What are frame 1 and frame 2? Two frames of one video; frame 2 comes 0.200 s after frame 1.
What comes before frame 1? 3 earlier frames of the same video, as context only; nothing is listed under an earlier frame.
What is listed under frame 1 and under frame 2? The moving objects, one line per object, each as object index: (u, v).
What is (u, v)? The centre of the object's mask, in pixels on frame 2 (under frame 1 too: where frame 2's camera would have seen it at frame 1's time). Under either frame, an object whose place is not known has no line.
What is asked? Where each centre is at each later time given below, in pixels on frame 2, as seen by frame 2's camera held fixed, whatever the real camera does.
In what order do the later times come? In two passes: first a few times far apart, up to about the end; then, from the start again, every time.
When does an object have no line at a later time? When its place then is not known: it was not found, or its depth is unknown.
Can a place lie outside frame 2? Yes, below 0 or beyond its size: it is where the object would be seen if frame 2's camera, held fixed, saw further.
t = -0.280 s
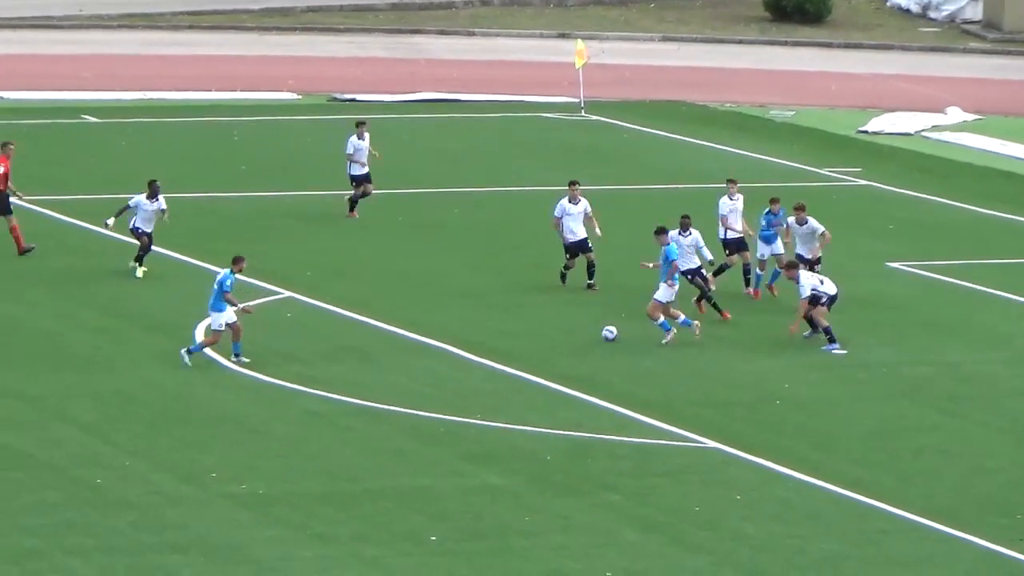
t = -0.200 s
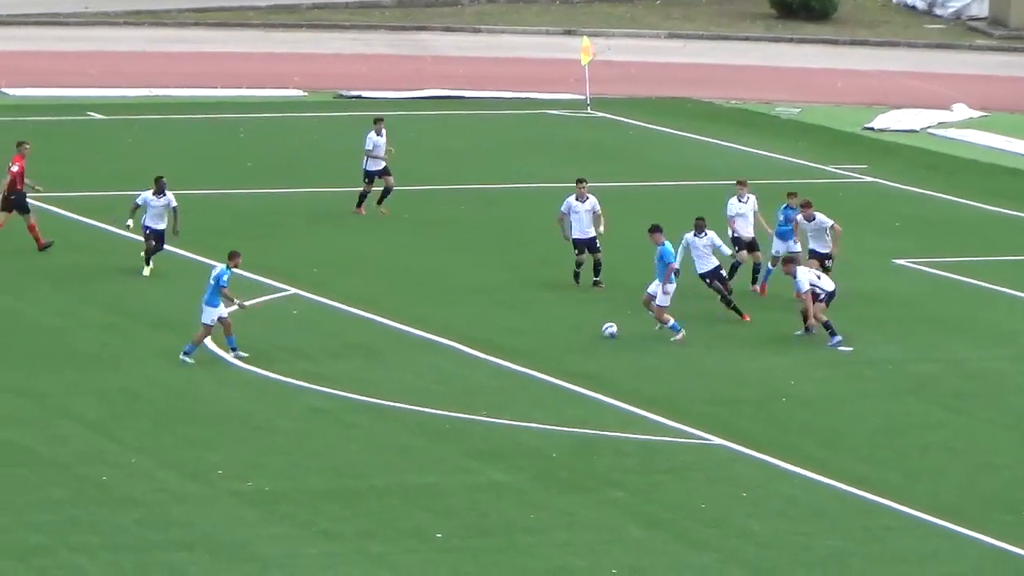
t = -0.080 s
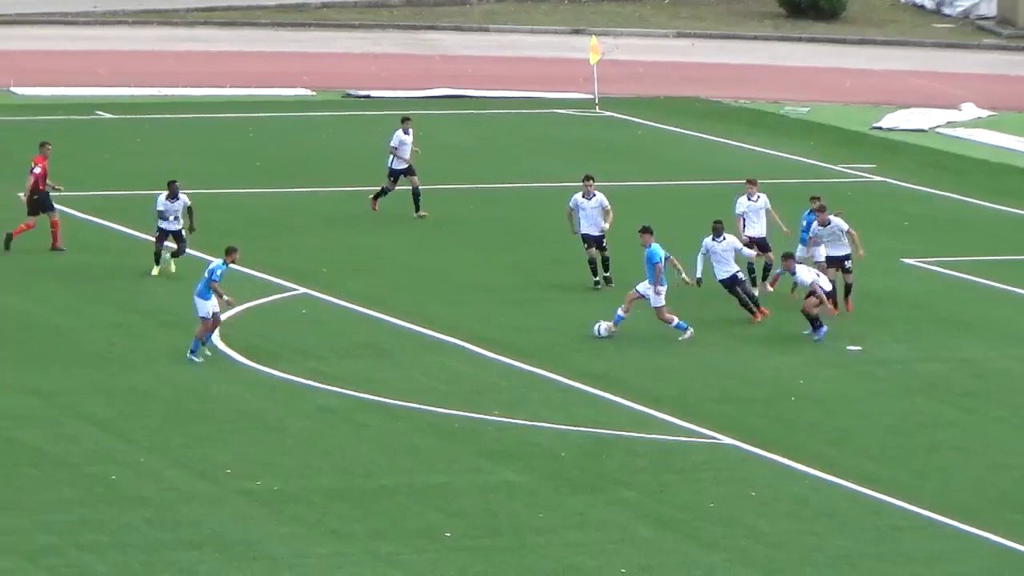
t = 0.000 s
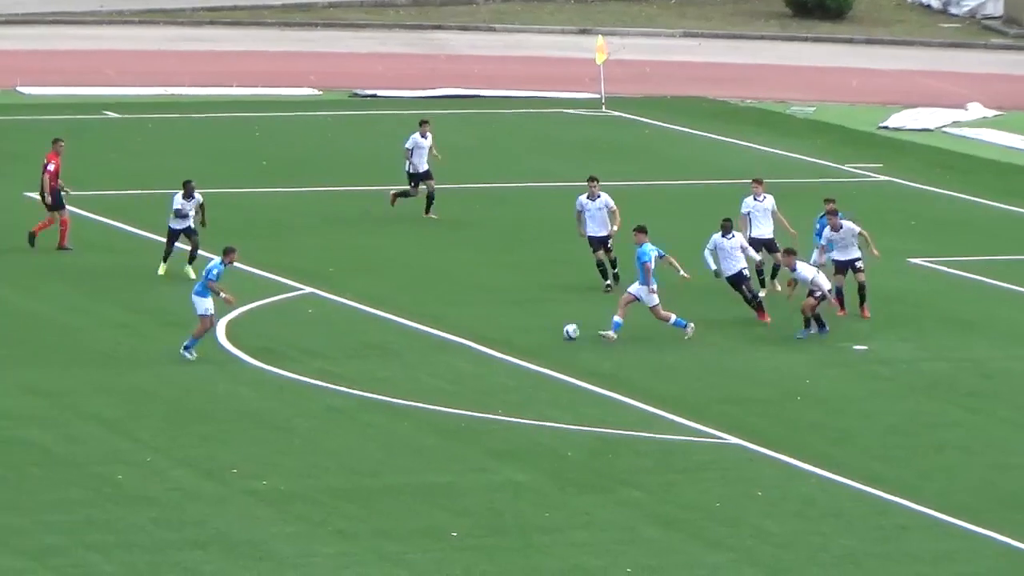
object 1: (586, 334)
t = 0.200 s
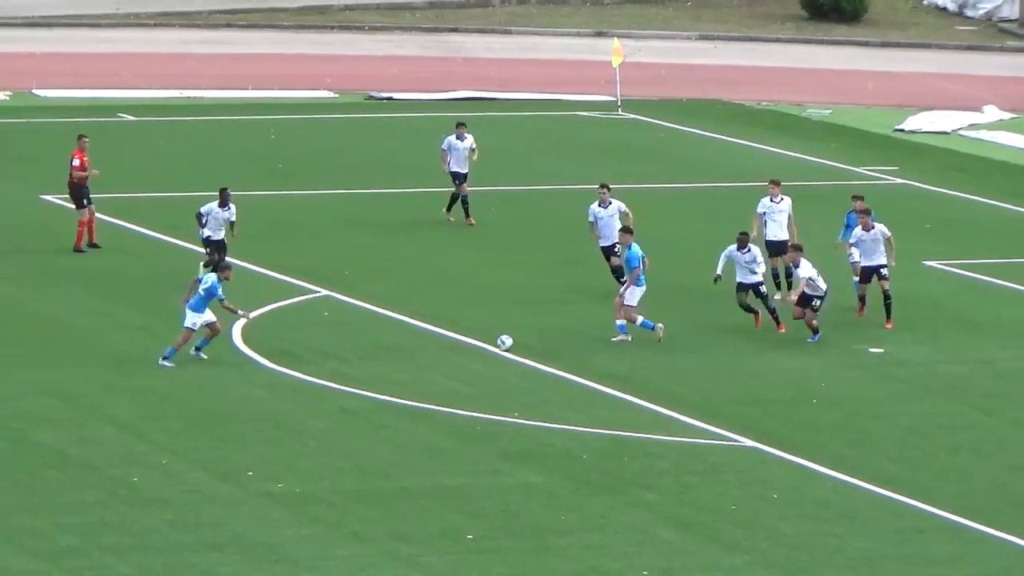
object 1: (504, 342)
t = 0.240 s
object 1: (490, 344)
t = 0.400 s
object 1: (435, 350)
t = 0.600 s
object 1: (377, 355)
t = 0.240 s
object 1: (490, 344)
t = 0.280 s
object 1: (474, 345)
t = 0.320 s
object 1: (462, 347)
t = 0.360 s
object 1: (448, 349)
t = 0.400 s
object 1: (435, 350)
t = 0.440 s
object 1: (424, 351)
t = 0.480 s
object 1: (412, 352)
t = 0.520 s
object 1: (400, 353)
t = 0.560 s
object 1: (389, 355)
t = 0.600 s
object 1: (377, 355)
